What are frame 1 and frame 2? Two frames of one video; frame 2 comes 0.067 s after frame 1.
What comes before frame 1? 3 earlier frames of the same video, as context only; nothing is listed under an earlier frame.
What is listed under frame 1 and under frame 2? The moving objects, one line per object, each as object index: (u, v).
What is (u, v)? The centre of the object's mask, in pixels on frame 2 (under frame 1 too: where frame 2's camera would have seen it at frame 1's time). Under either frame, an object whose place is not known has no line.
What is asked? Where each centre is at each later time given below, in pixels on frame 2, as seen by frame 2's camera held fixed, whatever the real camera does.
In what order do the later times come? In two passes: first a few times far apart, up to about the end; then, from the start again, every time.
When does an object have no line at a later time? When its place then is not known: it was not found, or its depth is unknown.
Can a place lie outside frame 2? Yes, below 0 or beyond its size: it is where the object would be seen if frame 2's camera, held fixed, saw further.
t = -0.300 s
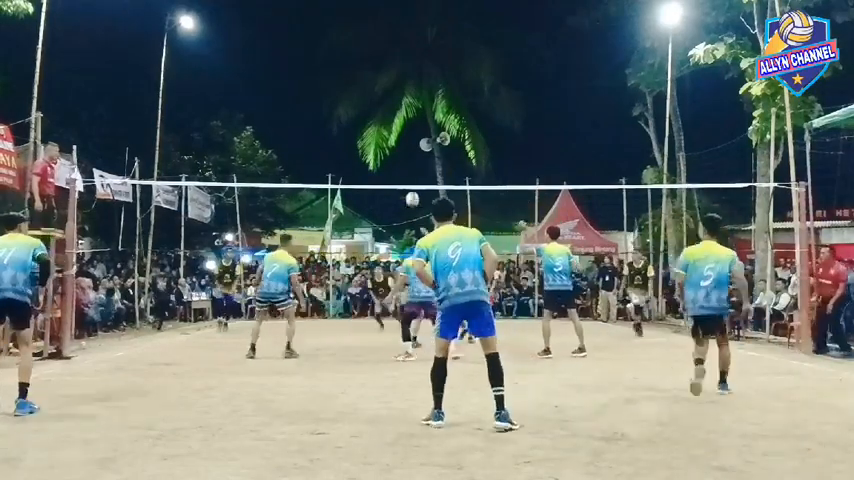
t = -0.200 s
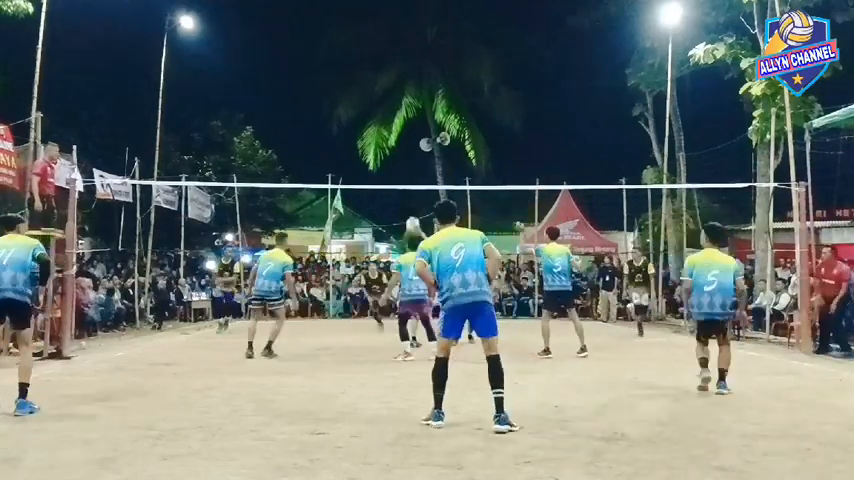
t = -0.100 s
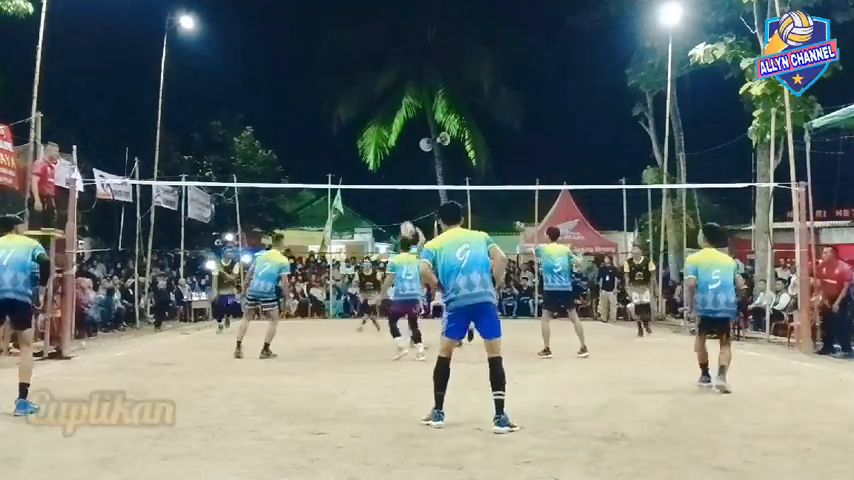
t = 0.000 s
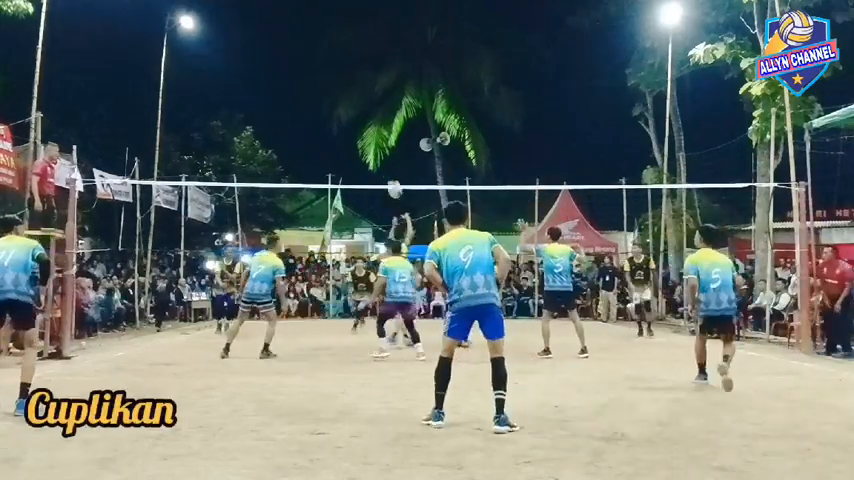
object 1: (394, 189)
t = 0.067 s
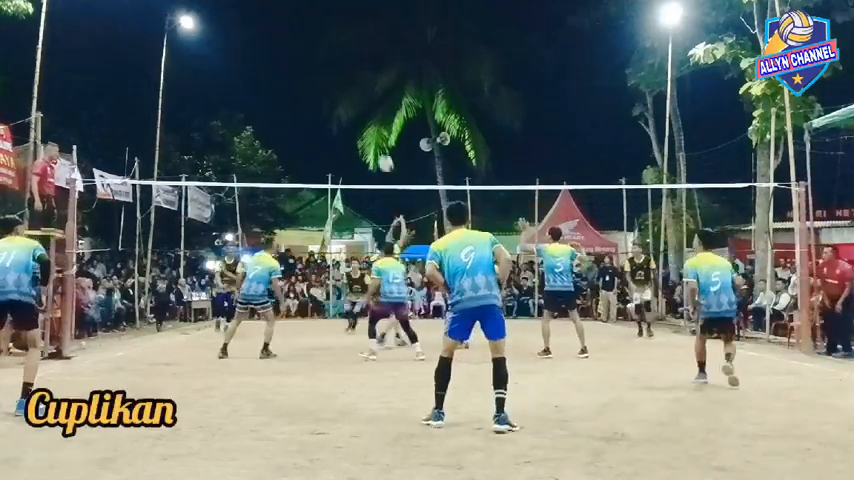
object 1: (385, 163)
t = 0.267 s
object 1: (360, 102)
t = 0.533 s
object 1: (327, 61)
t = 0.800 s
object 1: (296, 66)
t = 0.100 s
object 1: (381, 150)
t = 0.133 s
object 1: (376, 139)
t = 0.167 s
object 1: (372, 128)
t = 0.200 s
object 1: (368, 119)
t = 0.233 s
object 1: (364, 110)
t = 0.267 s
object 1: (360, 102)
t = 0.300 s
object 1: (355, 95)
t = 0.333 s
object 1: (351, 88)
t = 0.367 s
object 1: (347, 82)
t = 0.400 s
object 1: (343, 76)
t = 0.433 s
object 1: (339, 72)
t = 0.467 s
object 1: (335, 67)
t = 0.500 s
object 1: (331, 64)
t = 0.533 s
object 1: (327, 61)
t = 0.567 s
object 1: (323, 60)
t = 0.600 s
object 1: (319, 59)
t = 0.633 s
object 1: (315, 58)
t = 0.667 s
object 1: (311, 59)
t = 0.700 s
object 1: (307, 59)
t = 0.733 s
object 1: (303, 61)
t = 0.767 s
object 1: (299, 63)
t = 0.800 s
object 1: (296, 66)
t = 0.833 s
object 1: (292, 70)
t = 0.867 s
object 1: (288, 74)
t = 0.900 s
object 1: (284, 80)
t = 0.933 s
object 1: (280, 86)
